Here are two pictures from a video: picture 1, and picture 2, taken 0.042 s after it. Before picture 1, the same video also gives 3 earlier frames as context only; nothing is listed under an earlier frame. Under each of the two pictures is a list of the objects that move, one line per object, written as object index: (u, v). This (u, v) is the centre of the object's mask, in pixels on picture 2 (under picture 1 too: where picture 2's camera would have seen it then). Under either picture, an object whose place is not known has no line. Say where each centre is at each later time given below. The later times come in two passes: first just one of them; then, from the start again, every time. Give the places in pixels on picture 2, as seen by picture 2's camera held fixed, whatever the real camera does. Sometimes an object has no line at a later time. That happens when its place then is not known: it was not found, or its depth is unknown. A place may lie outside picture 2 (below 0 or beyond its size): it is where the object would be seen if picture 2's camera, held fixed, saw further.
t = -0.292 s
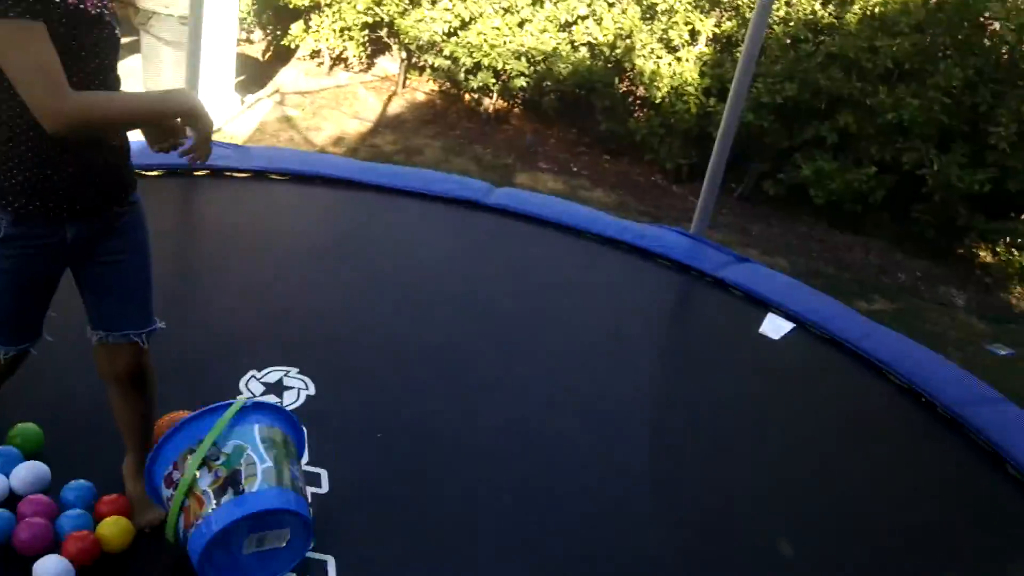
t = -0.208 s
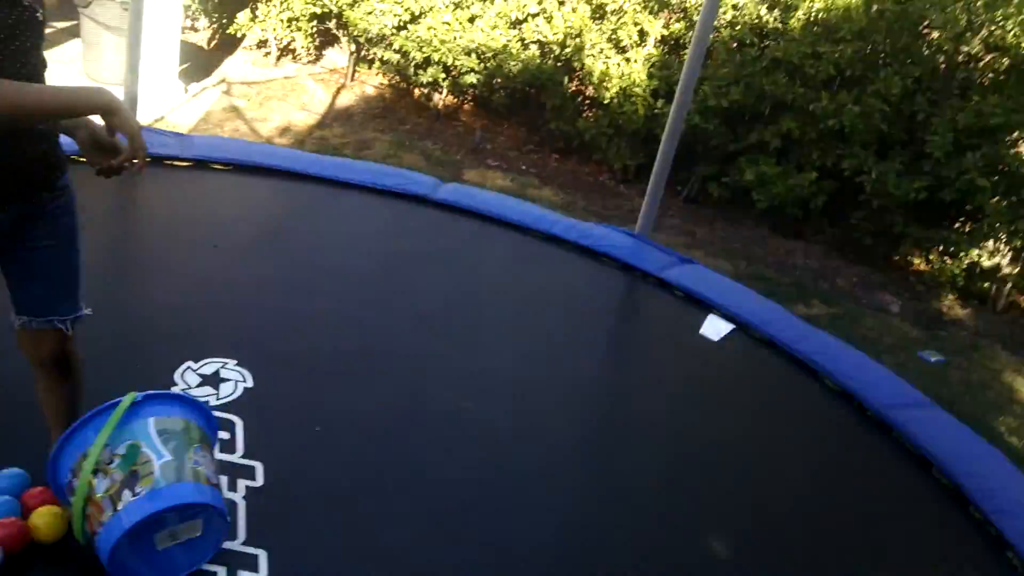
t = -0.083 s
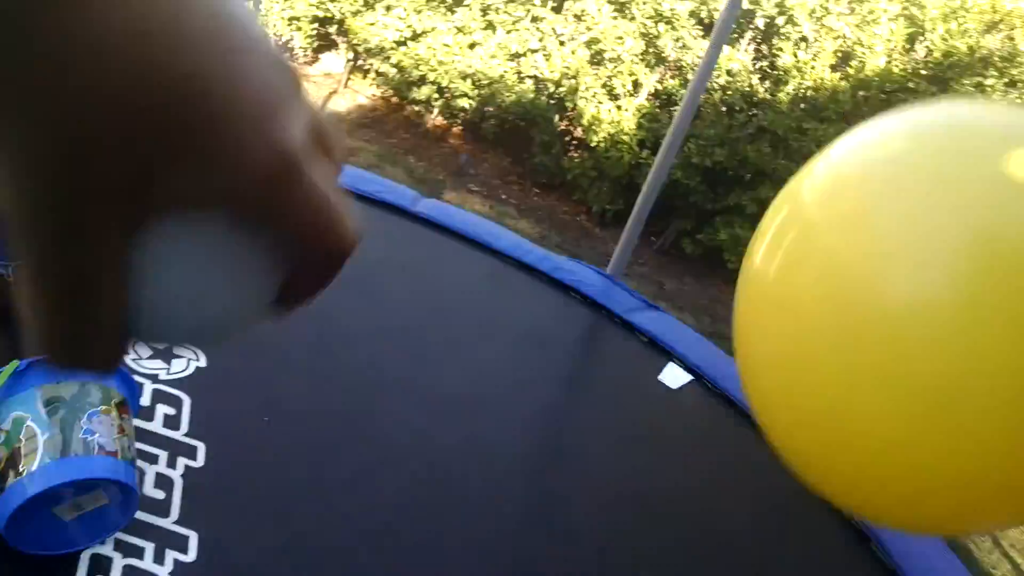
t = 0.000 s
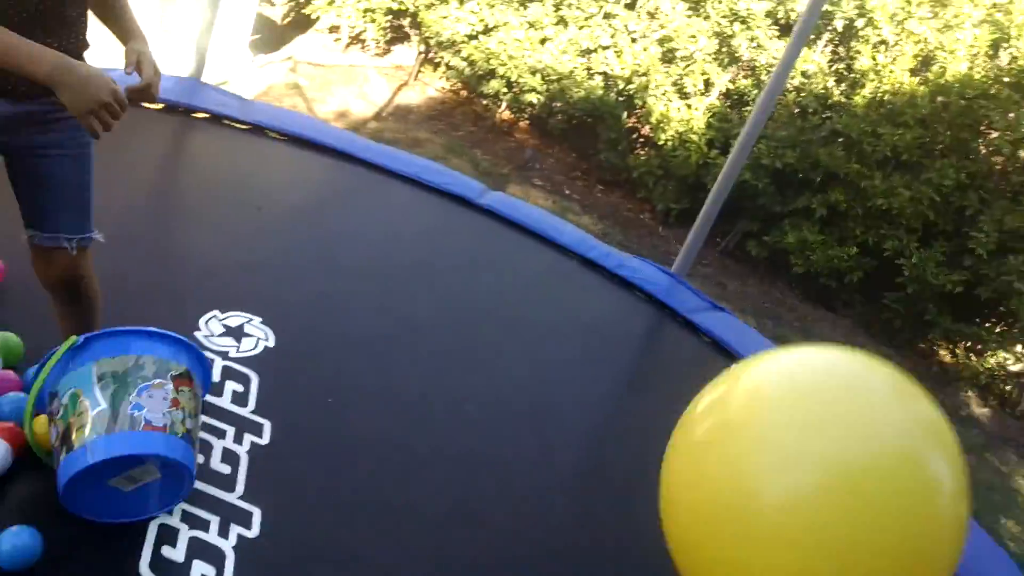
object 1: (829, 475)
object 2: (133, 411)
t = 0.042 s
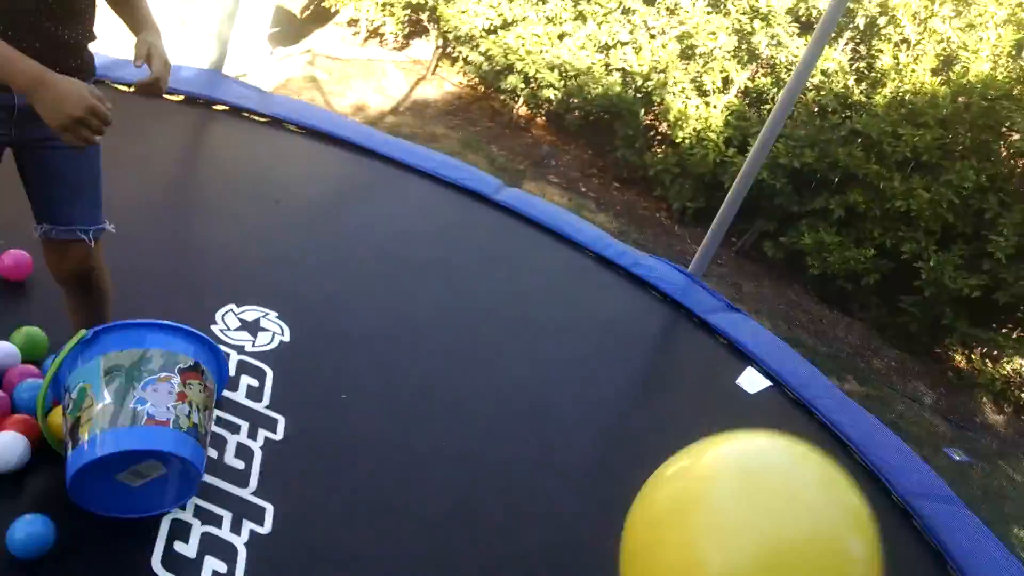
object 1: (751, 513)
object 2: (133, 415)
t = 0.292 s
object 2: (163, 399)
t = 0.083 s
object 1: (687, 544)
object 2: (132, 414)
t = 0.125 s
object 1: (656, 560)
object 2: (127, 413)
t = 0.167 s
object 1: (693, 538)
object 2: (119, 417)
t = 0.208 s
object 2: (139, 409)
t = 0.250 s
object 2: (158, 404)
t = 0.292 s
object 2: (163, 399)
